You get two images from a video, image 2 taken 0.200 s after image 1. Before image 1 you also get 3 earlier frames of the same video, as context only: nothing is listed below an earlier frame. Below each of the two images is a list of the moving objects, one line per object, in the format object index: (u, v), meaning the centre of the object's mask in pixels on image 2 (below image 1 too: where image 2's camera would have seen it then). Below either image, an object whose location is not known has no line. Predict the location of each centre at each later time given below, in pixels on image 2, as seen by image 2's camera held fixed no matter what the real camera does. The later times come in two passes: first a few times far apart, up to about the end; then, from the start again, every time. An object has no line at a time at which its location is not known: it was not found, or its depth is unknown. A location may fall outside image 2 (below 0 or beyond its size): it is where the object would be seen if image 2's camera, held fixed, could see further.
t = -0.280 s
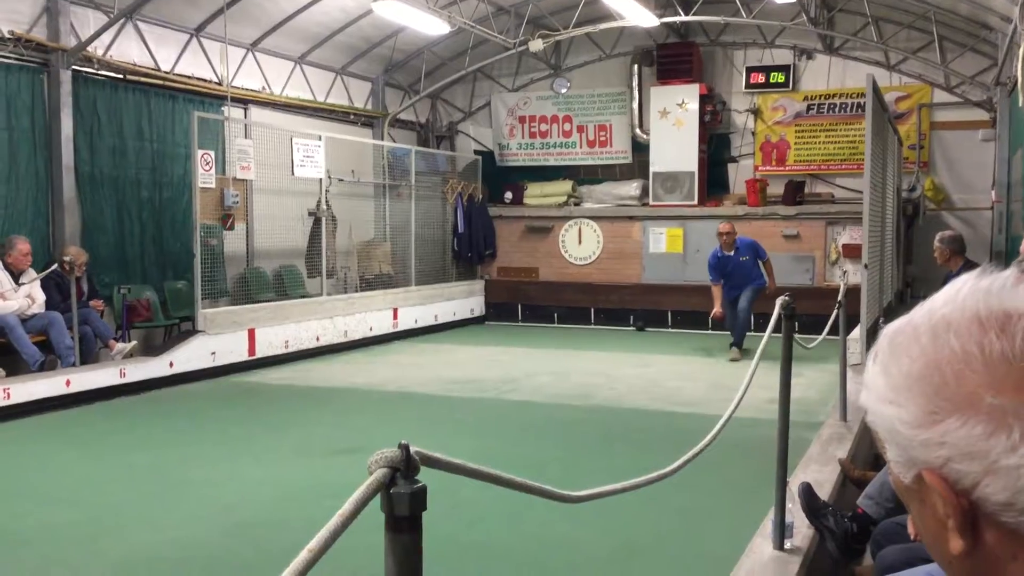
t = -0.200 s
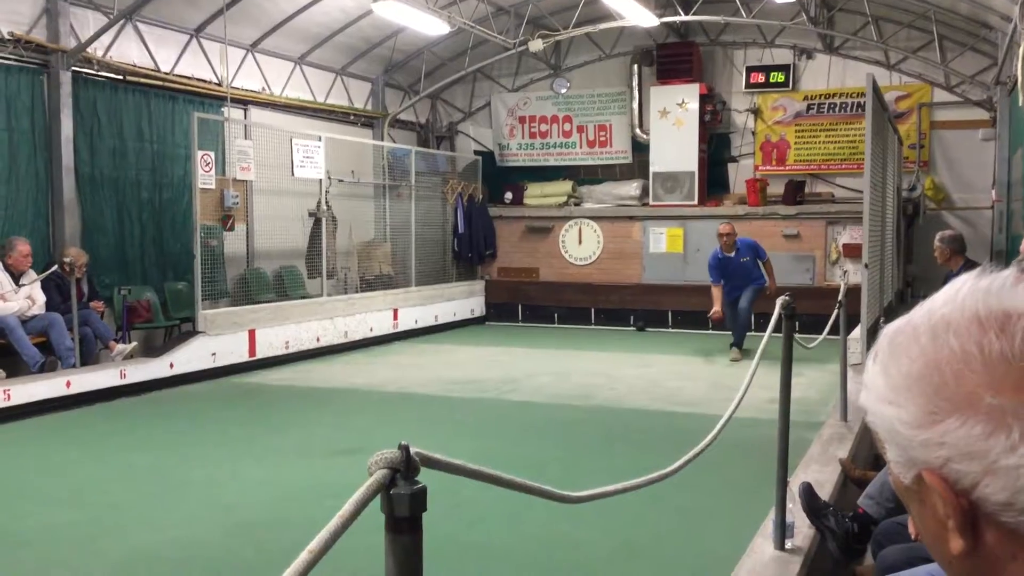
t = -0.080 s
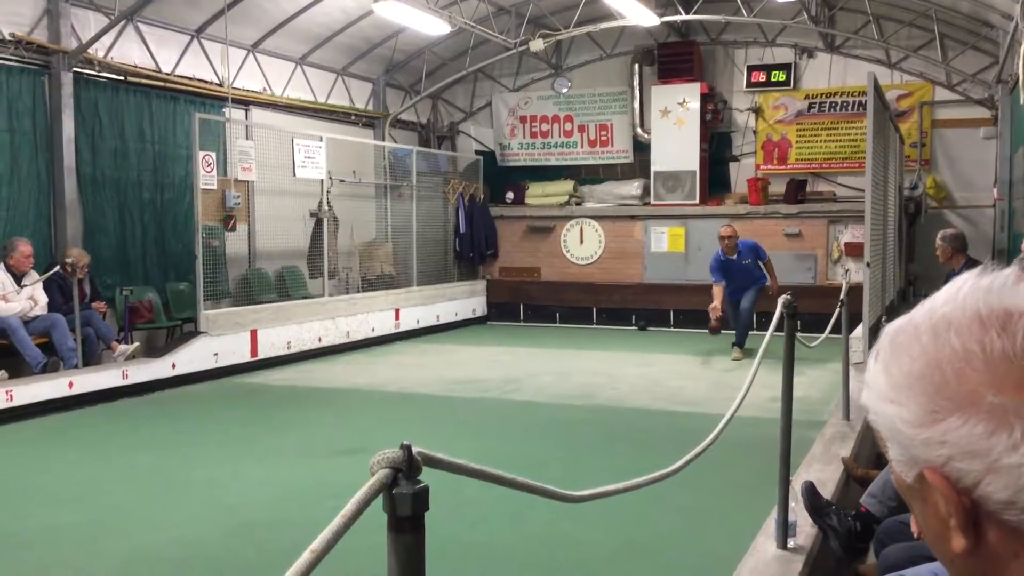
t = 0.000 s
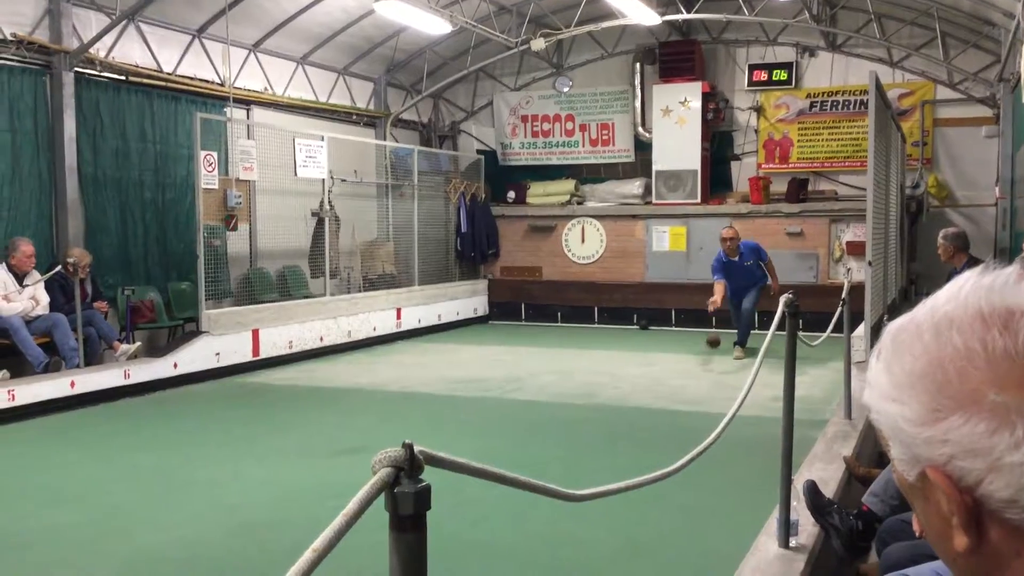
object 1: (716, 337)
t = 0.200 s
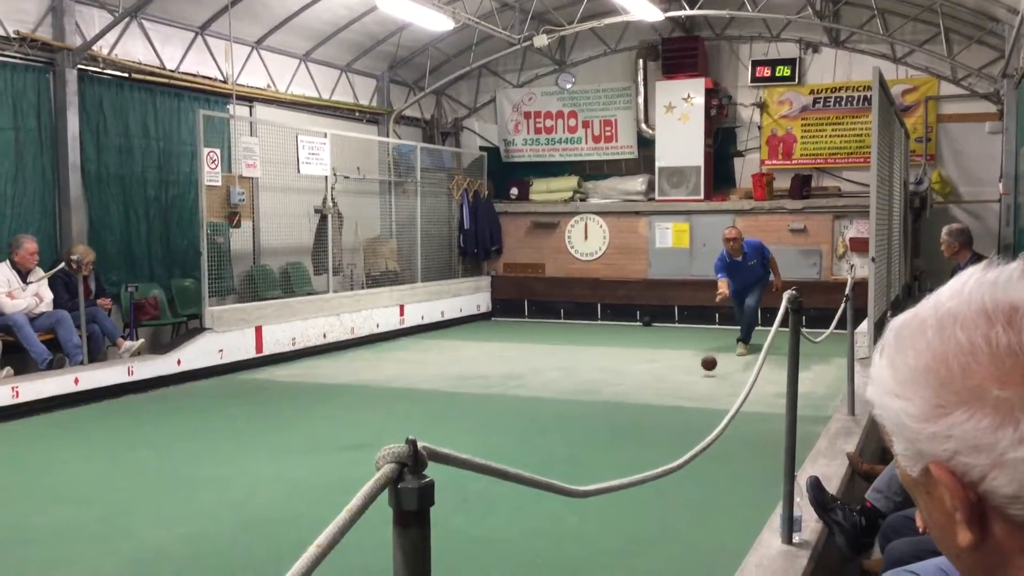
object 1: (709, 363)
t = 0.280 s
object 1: (706, 371)
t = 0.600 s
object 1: (693, 387)
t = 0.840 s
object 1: (681, 400)
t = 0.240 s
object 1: (707, 367)
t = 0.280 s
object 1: (706, 371)
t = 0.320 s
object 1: (704, 373)
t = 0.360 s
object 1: (703, 375)
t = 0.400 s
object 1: (701, 377)
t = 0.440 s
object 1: (700, 379)
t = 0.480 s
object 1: (698, 381)
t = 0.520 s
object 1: (696, 383)
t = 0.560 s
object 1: (694, 384)
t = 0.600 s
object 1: (693, 387)
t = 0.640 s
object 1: (691, 389)
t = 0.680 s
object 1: (689, 391)
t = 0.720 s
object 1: (687, 393)
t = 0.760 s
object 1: (685, 395)
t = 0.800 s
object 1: (683, 398)
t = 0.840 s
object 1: (681, 400)
